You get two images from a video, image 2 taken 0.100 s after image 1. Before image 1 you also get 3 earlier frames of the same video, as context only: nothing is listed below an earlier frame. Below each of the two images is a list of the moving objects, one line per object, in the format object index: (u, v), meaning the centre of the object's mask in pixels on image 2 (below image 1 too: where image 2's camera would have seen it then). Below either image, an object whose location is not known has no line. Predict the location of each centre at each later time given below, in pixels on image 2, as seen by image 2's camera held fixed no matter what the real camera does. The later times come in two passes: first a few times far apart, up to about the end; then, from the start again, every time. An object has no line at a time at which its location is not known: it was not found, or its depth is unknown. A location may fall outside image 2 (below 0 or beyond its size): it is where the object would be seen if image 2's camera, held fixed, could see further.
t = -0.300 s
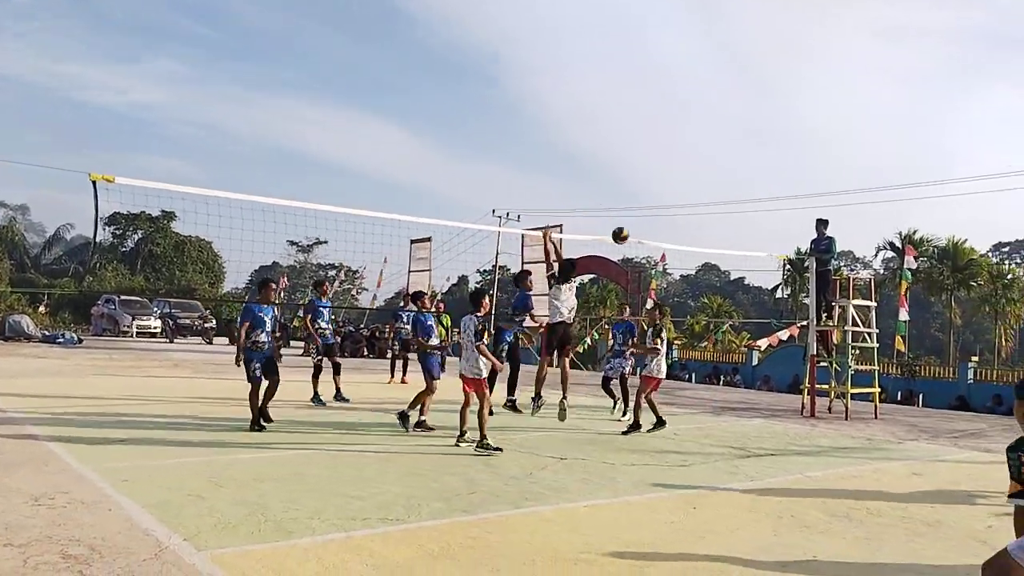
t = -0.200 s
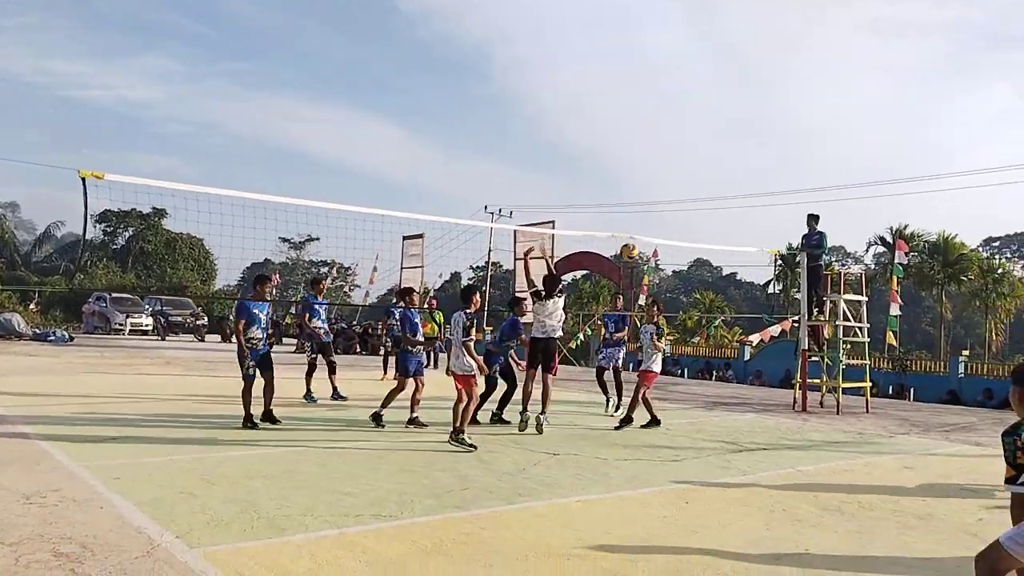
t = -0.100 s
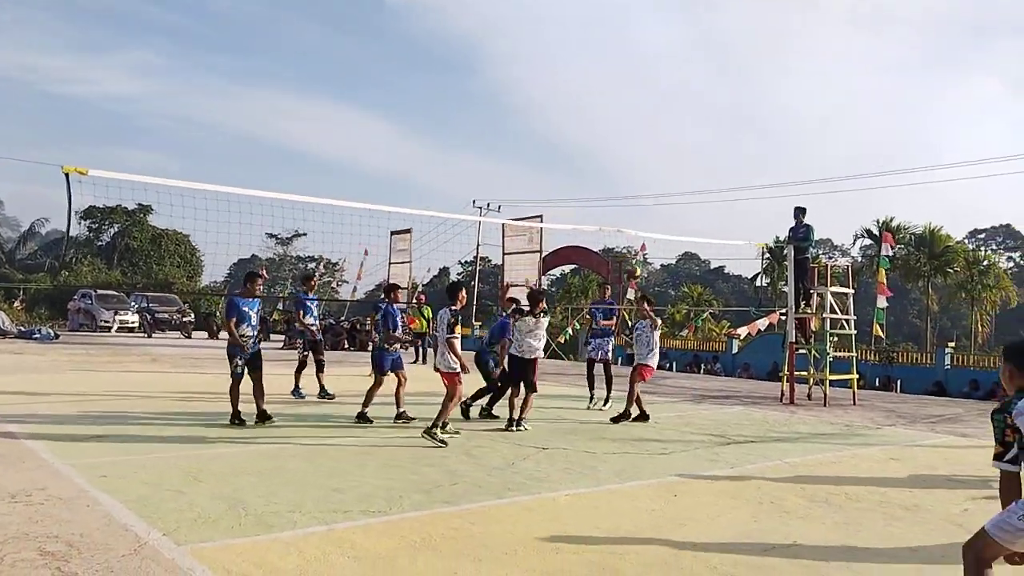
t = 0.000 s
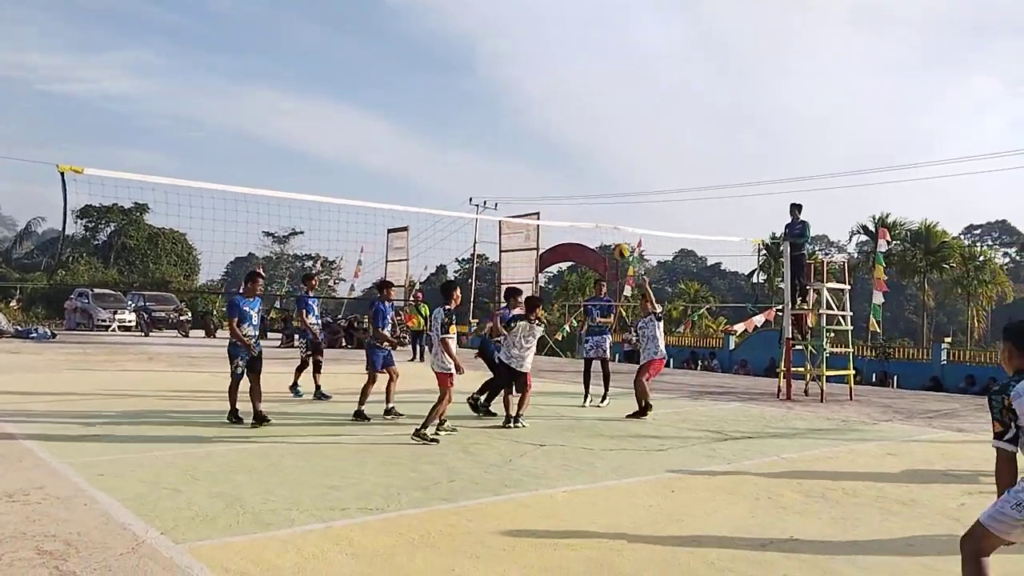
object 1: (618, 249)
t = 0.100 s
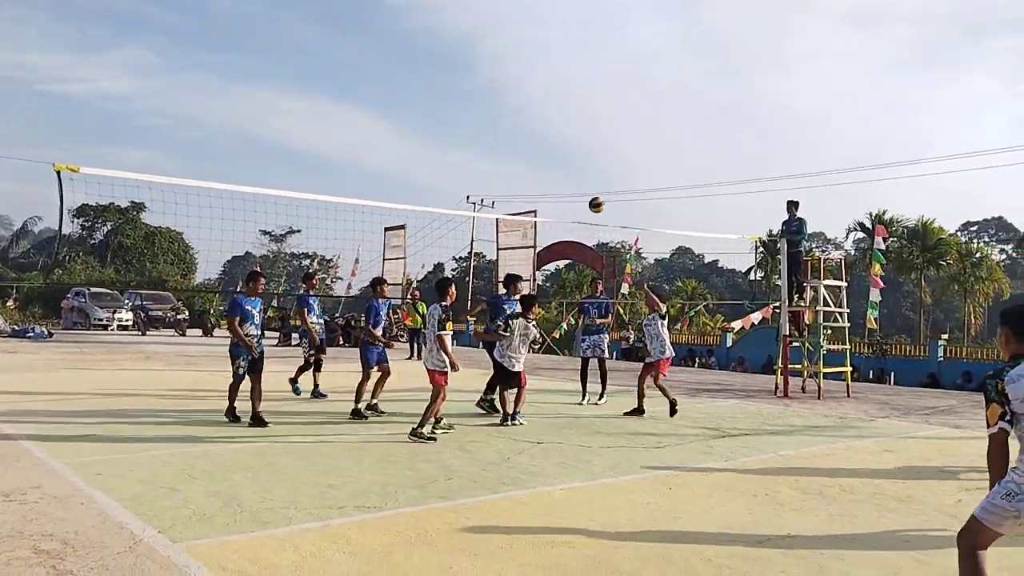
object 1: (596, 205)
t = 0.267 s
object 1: (566, 153)
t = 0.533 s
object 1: (525, 119)
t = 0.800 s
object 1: (490, 139)
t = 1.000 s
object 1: (469, 183)
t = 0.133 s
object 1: (590, 192)
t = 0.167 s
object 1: (584, 181)
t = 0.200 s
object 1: (578, 170)
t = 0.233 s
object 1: (572, 161)
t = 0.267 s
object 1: (566, 153)
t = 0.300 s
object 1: (560, 145)
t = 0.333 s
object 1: (555, 139)
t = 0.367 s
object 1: (549, 133)
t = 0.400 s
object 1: (544, 129)
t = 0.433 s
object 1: (539, 125)
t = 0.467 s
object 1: (534, 122)
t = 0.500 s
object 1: (529, 120)
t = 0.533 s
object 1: (525, 119)
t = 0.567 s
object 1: (520, 118)
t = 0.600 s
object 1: (515, 119)
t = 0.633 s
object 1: (511, 120)
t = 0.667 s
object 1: (506, 122)
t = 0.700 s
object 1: (502, 125)
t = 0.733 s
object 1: (498, 129)
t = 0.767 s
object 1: (494, 133)
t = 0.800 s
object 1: (490, 139)
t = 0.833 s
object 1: (486, 145)
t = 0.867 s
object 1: (483, 151)
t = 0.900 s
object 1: (480, 158)
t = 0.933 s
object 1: (476, 166)
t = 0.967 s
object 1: (473, 174)
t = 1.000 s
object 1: (469, 183)
